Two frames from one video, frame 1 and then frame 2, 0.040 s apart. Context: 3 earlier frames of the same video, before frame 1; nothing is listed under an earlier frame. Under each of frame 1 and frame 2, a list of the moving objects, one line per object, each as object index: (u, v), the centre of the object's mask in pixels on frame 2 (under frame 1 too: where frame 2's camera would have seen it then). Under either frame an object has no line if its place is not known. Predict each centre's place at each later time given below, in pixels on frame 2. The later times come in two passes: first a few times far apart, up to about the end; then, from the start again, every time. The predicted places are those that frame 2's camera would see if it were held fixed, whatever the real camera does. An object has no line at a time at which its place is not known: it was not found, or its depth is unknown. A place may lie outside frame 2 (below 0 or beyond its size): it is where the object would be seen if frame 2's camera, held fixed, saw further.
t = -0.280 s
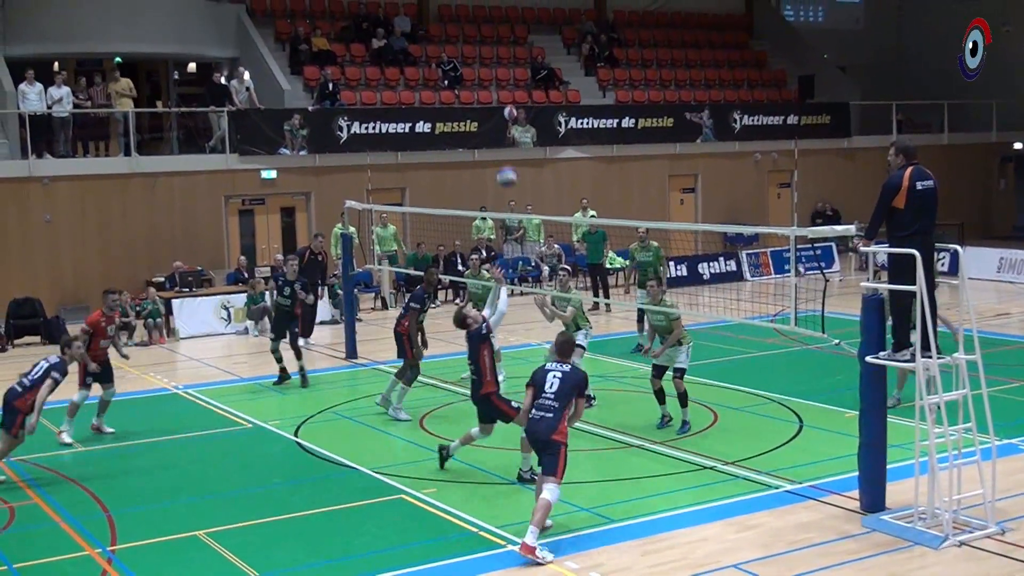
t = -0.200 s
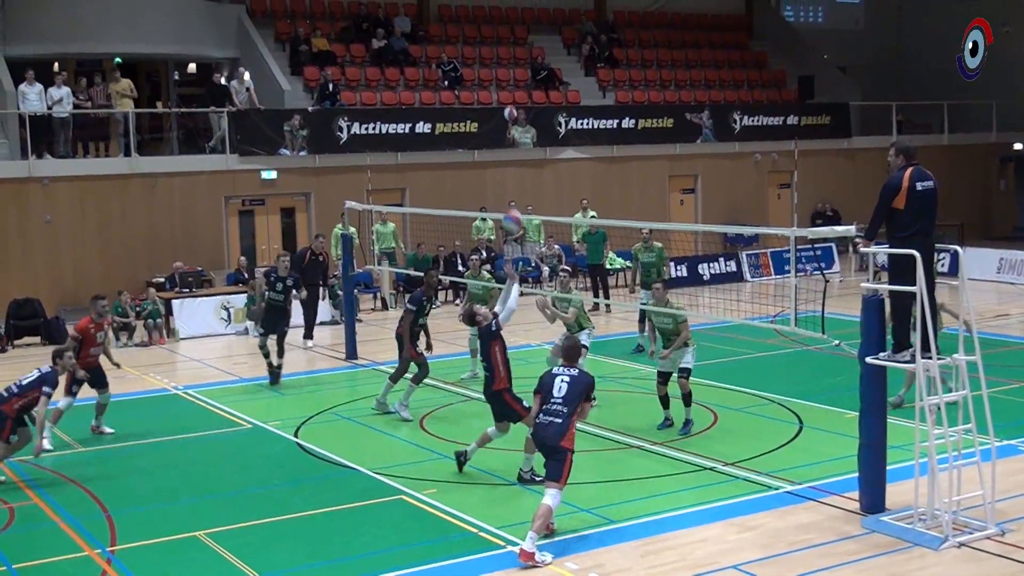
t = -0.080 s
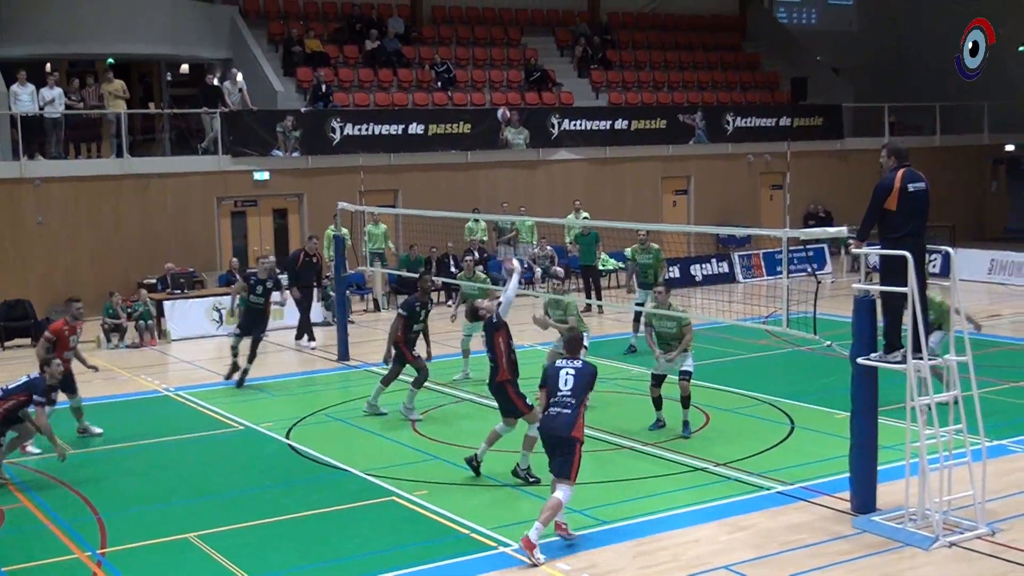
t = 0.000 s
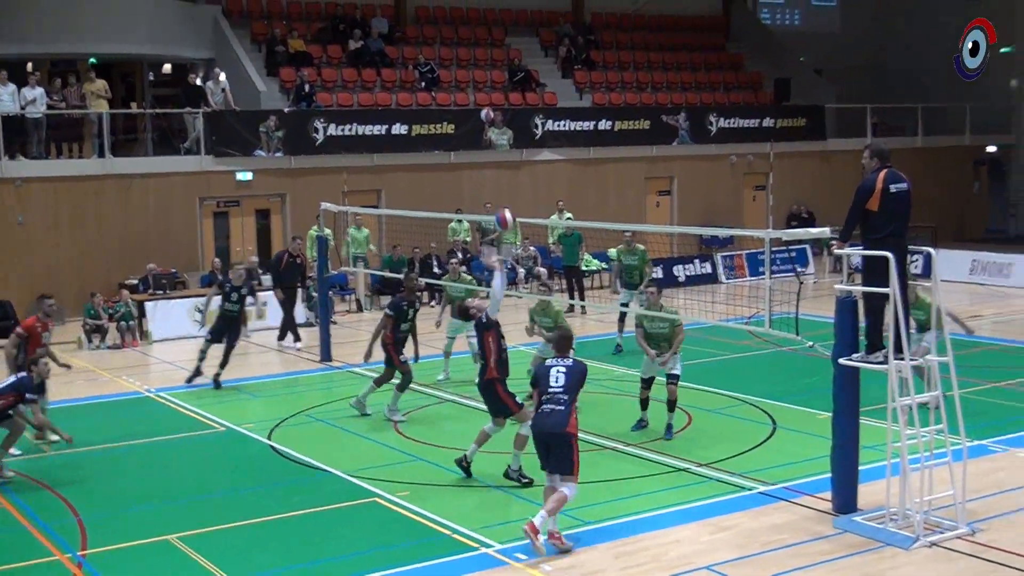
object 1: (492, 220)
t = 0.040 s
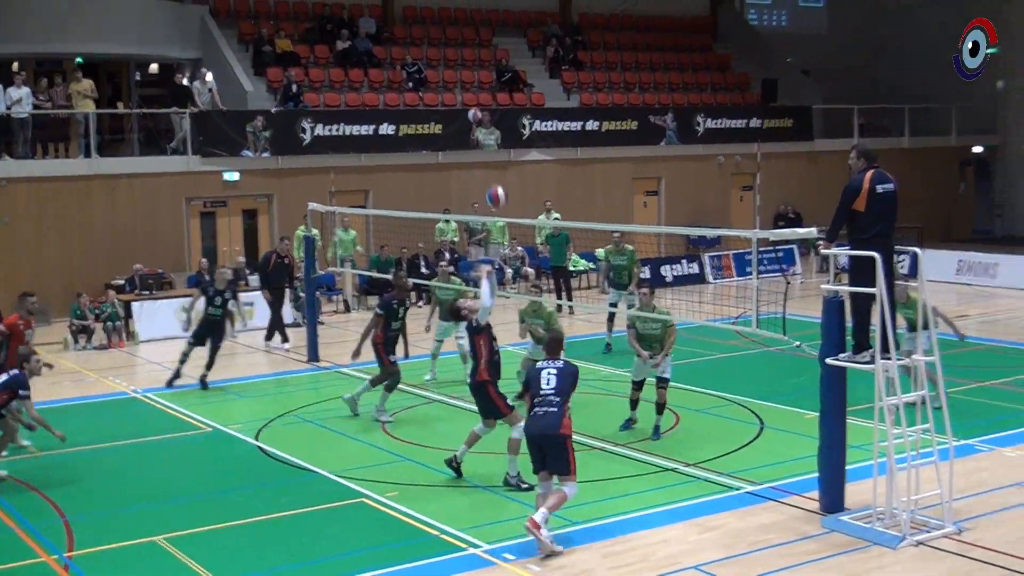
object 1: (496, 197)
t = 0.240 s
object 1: (520, 102)
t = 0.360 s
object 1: (536, 64)
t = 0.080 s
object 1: (501, 174)
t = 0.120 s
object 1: (506, 154)
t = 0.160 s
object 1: (510, 135)
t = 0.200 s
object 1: (516, 117)
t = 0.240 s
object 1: (520, 102)
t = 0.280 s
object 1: (525, 87)
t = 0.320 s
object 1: (531, 75)
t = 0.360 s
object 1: (536, 64)
